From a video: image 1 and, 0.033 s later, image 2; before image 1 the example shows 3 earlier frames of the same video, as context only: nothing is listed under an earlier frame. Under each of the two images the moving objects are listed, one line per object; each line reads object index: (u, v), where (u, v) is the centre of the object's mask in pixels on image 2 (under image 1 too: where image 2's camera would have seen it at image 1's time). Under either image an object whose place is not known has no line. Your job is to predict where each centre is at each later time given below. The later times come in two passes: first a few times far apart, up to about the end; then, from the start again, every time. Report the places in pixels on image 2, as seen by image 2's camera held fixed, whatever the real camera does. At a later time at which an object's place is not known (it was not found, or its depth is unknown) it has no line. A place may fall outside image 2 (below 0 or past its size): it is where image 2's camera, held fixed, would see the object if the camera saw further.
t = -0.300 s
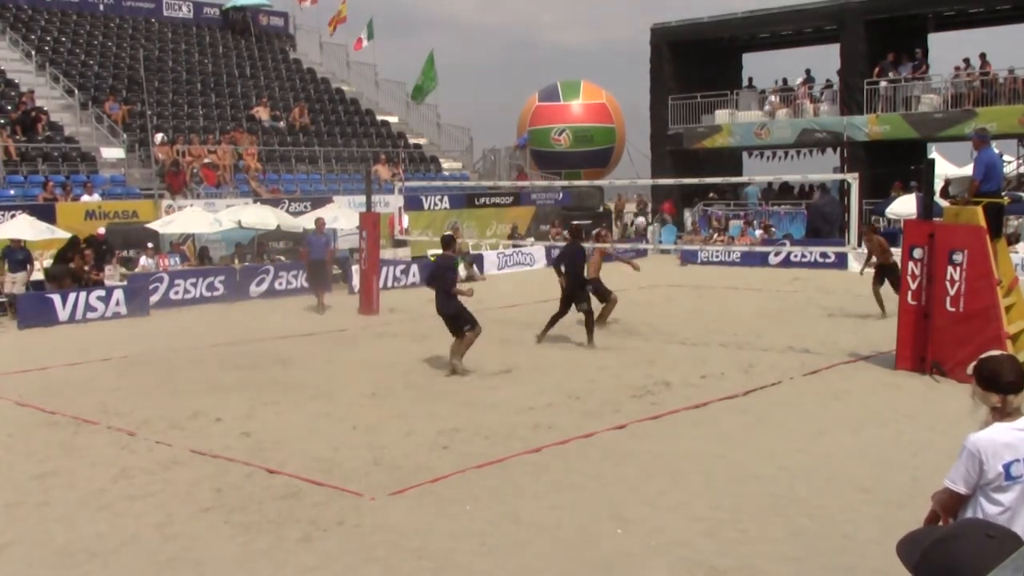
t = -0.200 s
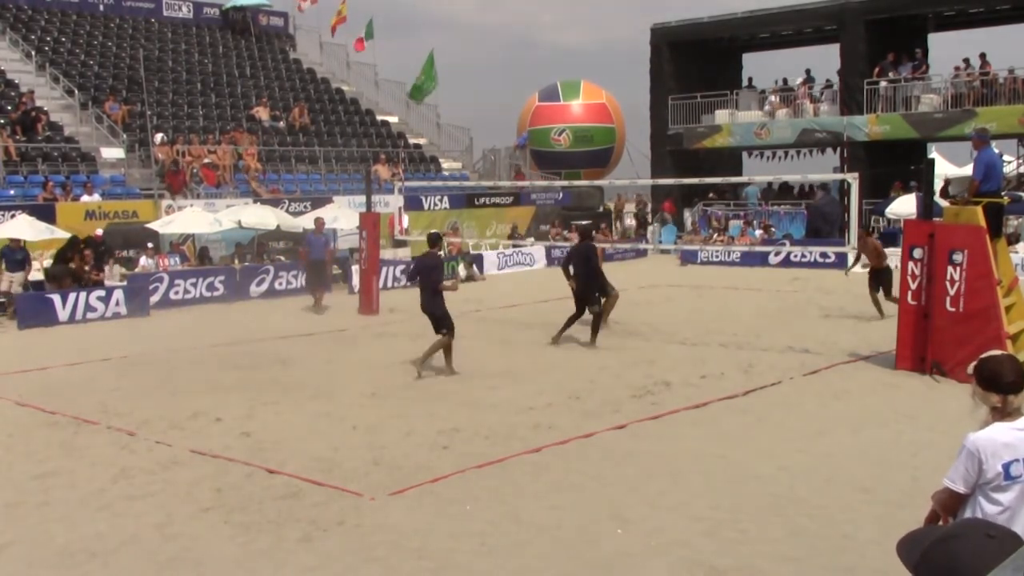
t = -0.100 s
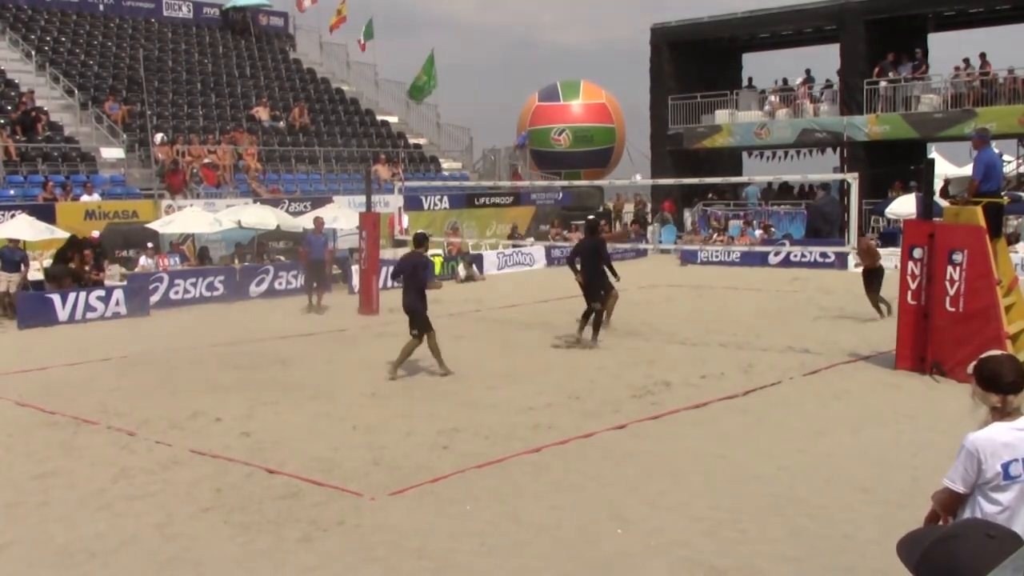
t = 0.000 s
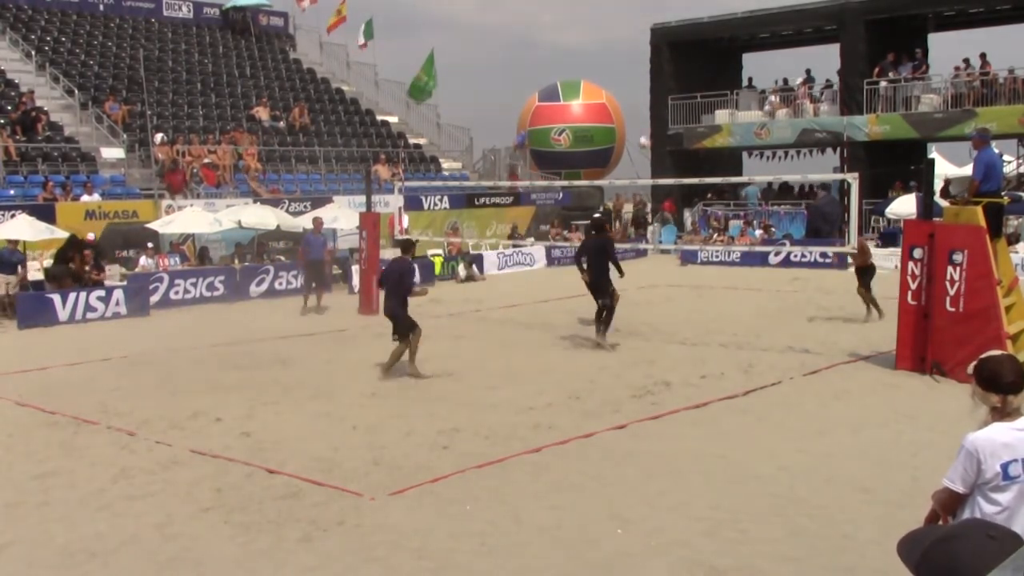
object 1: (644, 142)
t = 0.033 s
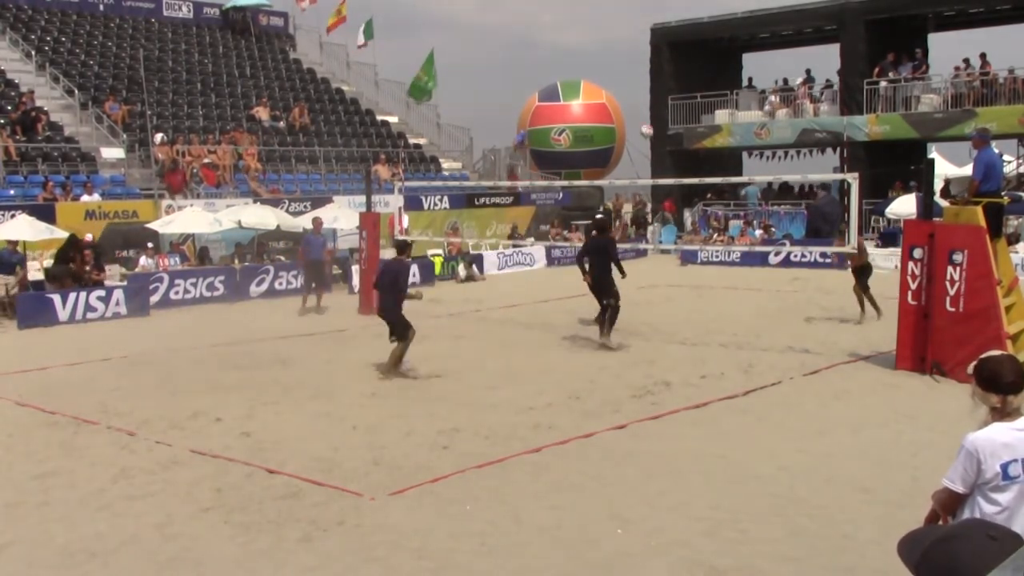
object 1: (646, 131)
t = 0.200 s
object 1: (658, 85)
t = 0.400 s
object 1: (672, 52)
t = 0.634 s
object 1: (687, 46)
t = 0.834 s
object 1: (701, 67)
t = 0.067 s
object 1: (649, 120)
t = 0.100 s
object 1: (651, 110)
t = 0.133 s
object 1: (654, 101)
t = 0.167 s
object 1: (656, 93)
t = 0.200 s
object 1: (658, 85)
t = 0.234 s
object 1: (660, 77)
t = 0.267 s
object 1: (662, 71)
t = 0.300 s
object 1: (665, 65)
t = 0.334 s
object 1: (667, 60)
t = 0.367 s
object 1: (669, 56)
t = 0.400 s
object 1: (672, 52)
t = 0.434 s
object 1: (674, 49)
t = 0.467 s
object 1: (676, 47)
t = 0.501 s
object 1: (678, 45)
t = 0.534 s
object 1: (681, 44)
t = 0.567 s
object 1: (683, 44)
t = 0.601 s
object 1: (685, 45)
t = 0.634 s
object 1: (687, 46)
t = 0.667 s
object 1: (690, 48)
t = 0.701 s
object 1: (692, 50)
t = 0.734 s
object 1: (694, 54)
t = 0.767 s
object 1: (697, 58)
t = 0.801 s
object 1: (699, 62)
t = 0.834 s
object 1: (701, 67)
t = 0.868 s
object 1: (703, 74)
